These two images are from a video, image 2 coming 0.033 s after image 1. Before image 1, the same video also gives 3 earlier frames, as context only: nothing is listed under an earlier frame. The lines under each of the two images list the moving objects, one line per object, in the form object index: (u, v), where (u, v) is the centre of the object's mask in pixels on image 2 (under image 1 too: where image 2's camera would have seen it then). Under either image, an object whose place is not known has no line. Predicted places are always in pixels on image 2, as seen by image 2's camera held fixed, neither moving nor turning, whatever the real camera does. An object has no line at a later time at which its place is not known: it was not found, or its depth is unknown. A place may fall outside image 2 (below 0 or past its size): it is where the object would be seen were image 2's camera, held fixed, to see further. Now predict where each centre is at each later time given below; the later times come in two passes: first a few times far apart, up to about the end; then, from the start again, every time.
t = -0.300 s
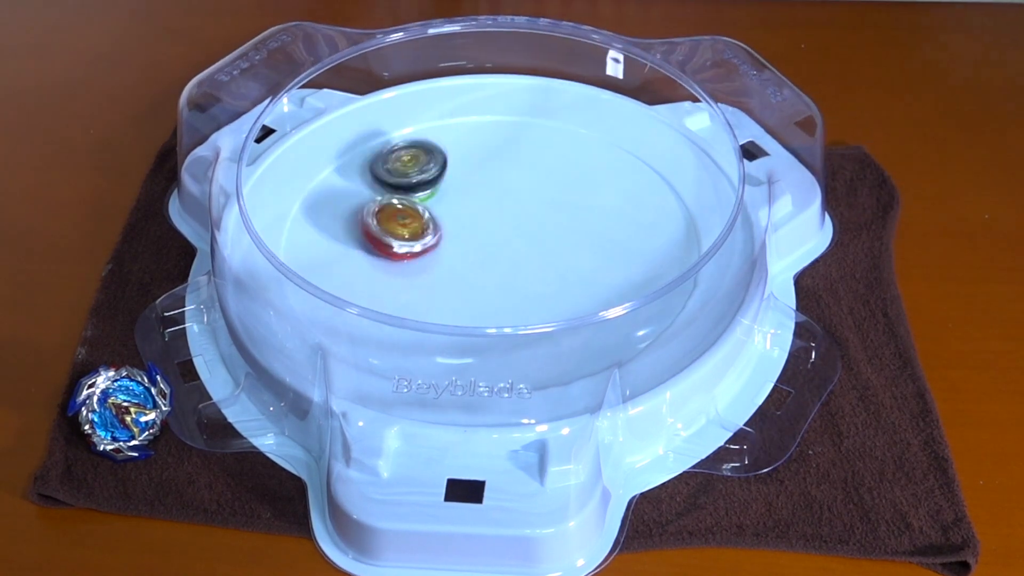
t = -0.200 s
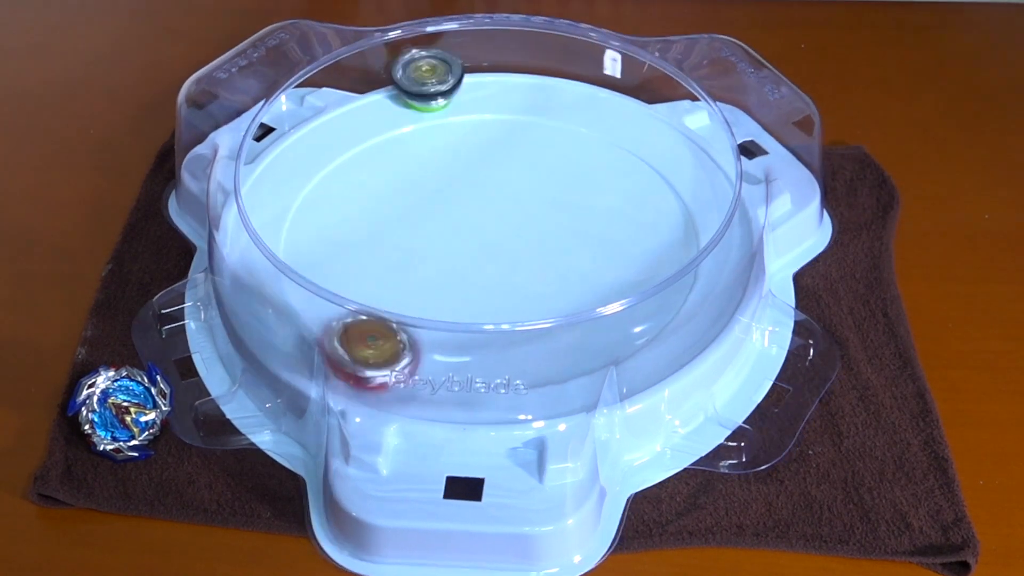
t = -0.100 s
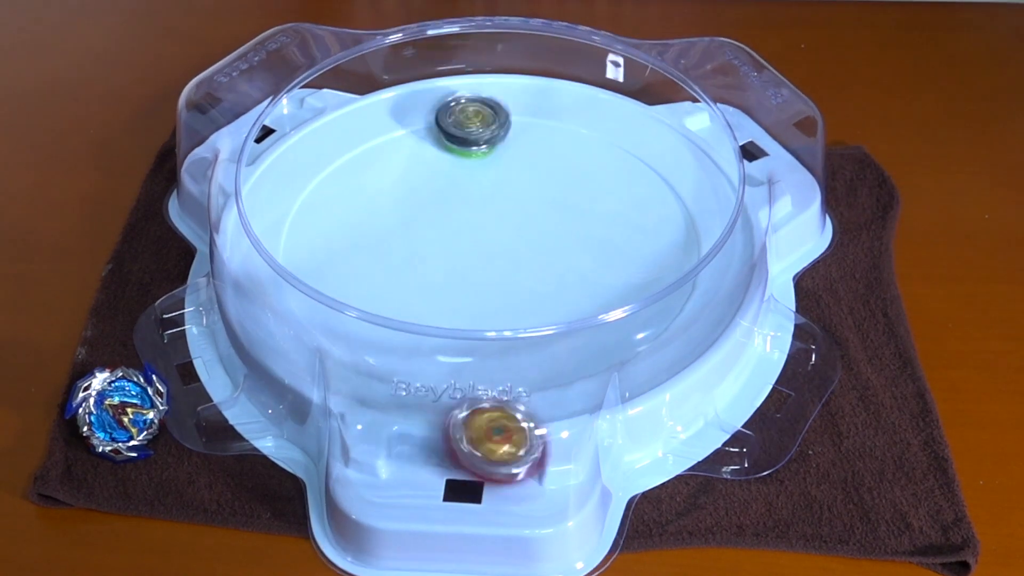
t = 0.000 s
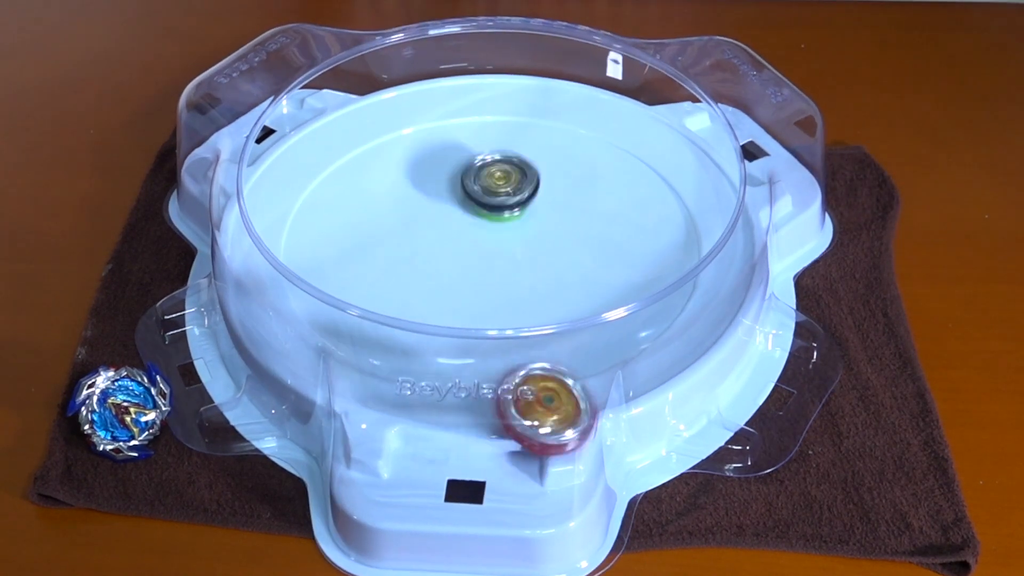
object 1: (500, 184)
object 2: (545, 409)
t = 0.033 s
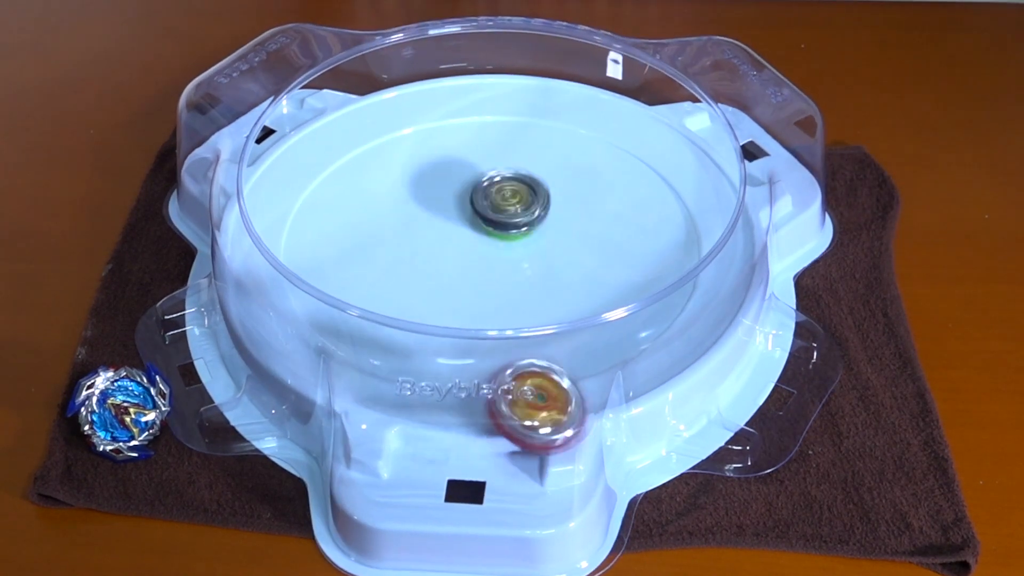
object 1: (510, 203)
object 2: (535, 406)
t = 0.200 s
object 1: (538, 258)
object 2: (499, 376)
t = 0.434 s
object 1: (672, 186)
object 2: (382, 265)
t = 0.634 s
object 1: (659, 114)
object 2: (331, 194)
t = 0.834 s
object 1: (552, 155)
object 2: (451, 240)
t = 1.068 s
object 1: (522, 124)
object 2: (497, 348)
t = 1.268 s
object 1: (472, 181)
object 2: (562, 315)
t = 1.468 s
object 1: (491, 259)
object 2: (600, 253)
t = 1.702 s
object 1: (437, 278)
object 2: (612, 191)
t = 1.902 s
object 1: (480, 287)
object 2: (502, 221)
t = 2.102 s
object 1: (467, 307)
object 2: (471, 243)
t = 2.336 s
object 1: (491, 359)
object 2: (431, 181)
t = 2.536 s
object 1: (529, 303)
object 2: (418, 193)
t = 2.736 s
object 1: (456, 263)
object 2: (489, 193)
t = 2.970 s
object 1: (394, 254)
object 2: (529, 123)
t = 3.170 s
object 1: (384, 248)
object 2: (492, 132)
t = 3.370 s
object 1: (393, 222)
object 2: (518, 180)
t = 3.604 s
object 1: (416, 198)
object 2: (580, 223)
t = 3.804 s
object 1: (465, 187)
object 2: (595, 237)
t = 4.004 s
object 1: (497, 184)
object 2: (564, 259)
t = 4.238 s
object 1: (532, 179)
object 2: (514, 281)
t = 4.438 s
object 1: (548, 188)
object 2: (466, 282)
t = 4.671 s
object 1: (548, 216)
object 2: (433, 269)
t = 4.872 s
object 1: (552, 232)
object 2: (426, 243)
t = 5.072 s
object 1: (520, 257)
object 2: (426, 213)
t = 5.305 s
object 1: (504, 260)
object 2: (456, 191)
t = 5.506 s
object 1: (483, 261)
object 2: (494, 185)
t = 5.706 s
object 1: (472, 255)
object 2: (535, 189)
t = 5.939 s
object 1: (458, 252)
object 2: (550, 207)
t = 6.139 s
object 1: (444, 242)
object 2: (549, 234)
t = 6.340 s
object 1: (451, 234)
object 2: (531, 262)
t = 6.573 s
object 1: (434, 202)
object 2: (561, 297)
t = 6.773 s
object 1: (452, 209)
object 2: (541, 290)
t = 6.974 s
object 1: (475, 203)
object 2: (469, 282)
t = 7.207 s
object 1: (502, 182)
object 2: (407, 270)
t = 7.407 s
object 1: (527, 185)
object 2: (405, 242)
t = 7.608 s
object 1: (543, 198)
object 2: (430, 202)
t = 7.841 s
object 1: (539, 225)
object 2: (478, 171)
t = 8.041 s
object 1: (515, 249)
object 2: (522, 170)
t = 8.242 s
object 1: (482, 264)
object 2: (555, 193)
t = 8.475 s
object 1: (445, 265)
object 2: (562, 240)
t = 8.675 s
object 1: (428, 255)
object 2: (542, 277)
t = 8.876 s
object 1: (432, 240)
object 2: (497, 287)
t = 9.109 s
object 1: (454, 209)
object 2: (449, 279)
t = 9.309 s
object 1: (487, 191)
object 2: (432, 252)
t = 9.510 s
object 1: (526, 189)
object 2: (438, 214)
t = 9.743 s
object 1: (560, 203)
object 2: (473, 180)
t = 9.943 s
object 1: (564, 226)
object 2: (508, 175)
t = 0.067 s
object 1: (515, 218)
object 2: (525, 406)
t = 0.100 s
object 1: (521, 231)
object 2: (516, 401)
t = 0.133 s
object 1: (526, 244)
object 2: (507, 394)
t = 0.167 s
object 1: (533, 251)
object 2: (502, 388)
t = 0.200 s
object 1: (538, 258)
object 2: (499, 376)
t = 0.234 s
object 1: (542, 261)
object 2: (500, 351)
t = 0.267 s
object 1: (551, 264)
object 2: (501, 340)
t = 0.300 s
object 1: (555, 261)
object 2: (508, 318)
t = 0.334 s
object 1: (567, 257)
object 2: (503, 295)
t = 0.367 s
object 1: (609, 235)
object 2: (457, 293)
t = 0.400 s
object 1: (644, 210)
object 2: (416, 281)
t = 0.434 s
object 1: (672, 186)
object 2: (382, 265)
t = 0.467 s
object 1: (682, 160)
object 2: (356, 247)
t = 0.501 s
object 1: (687, 145)
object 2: (337, 230)
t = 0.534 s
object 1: (688, 134)
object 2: (324, 218)
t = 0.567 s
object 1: (686, 124)
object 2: (320, 206)
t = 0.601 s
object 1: (673, 117)
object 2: (323, 197)
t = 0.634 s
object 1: (659, 114)
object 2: (331, 194)
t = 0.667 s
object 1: (642, 114)
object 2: (344, 196)
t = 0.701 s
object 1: (626, 115)
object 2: (362, 201)
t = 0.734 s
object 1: (609, 121)
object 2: (383, 210)
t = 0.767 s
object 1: (591, 131)
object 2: (406, 220)
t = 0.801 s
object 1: (572, 142)
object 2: (428, 231)
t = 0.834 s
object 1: (552, 155)
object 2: (451, 240)
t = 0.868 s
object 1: (533, 170)
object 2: (474, 244)
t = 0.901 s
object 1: (518, 185)
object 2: (496, 244)
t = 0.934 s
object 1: (517, 168)
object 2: (495, 281)
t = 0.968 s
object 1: (523, 153)
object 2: (494, 307)
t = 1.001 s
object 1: (524, 137)
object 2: (493, 346)
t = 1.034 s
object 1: (524, 128)
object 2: (494, 361)
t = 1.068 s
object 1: (522, 124)
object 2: (497, 348)
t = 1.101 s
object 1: (517, 125)
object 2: (501, 349)
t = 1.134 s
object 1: (510, 130)
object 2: (507, 362)
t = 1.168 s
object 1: (499, 139)
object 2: (520, 343)
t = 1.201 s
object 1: (488, 151)
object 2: (535, 326)
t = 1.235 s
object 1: (479, 166)
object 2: (548, 325)
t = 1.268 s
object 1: (472, 181)
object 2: (562, 315)
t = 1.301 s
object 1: (469, 197)
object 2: (572, 297)
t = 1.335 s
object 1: (470, 213)
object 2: (582, 294)
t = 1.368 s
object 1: (474, 229)
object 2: (584, 286)
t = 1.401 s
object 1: (482, 242)
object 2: (588, 275)
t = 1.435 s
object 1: (491, 251)
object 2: (588, 264)
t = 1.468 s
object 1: (491, 259)
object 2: (600, 253)
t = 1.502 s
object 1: (470, 262)
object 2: (631, 243)
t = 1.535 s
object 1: (454, 262)
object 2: (651, 234)
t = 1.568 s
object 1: (443, 264)
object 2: (658, 224)
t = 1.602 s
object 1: (436, 266)
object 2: (657, 214)
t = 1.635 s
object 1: (433, 269)
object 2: (648, 203)
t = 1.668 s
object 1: (433, 273)
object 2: (632, 195)
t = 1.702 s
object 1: (437, 278)
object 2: (612, 191)
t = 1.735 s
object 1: (444, 281)
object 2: (591, 190)
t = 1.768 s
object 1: (455, 281)
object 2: (569, 194)
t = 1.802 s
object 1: (467, 281)
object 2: (547, 199)
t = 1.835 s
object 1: (477, 282)
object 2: (528, 208)
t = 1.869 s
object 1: (484, 280)
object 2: (512, 218)
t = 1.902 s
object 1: (480, 287)
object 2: (502, 221)
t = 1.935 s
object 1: (476, 295)
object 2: (495, 220)
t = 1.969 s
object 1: (475, 300)
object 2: (489, 224)
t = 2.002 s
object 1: (474, 303)
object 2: (485, 229)
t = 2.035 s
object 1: (474, 304)
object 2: (481, 236)
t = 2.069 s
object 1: (472, 303)
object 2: (476, 245)
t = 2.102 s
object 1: (467, 307)
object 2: (471, 243)
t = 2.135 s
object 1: (461, 328)
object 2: (472, 226)
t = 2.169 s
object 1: (458, 344)
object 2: (470, 213)
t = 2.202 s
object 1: (459, 351)
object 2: (467, 201)
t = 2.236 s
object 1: (461, 358)
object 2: (459, 193)
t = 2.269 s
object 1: (469, 359)
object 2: (448, 186)
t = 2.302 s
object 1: (479, 359)
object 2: (438, 181)
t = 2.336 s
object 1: (491, 359)
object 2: (431, 181)
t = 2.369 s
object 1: (506, 359)
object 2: (426, 184)
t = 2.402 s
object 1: (518, 347)
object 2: (423, 190)
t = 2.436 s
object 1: (528, 338)
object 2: (419, 193)
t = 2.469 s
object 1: (535, 326)
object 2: (415, 195)
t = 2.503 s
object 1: (534, 316)
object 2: (415, 194)
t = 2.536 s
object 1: (529, 303)
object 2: (418, 193)
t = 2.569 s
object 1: (522, 297)
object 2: (424, 194)
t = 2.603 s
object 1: (511, 289)
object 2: (433, 195)
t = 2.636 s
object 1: (500, 280)
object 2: (443, 196)
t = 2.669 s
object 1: (489, 272)
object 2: (457, 198)
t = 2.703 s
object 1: (474, 266)
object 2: (470, 200)
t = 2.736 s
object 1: (456, 263)
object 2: (489, 193)
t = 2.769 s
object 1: (439, 264)
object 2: (507, 187)
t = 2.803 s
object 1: (424, 261)
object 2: (521, 180)
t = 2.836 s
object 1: (413, 257)
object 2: (528, 172)
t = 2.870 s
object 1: (406, 255)
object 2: (532, 161)
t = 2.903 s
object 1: (403, 255)
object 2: (534, 147)
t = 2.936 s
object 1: (400, 254)
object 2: (532, 133)
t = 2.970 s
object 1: (394, 254)
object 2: (529, 123)
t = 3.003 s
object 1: (389, 252)
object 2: (522, 118)
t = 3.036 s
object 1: (384, 250)
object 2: (515, 115)
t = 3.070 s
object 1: (384, 250)
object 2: (509, 117)
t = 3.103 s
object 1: (384, 250)
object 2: (504, 121)
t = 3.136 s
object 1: (383, 250)
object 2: (498, 127)
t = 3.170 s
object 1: (384, 248)
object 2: (492, 132)
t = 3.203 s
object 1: (383, 244)
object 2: (492, 137)
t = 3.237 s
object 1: (384, 239)
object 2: (496, 144)
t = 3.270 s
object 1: (385, 234)
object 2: (501, 153)
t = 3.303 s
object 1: (388, 231)
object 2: (505, 162)
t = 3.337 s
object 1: (391, 226)
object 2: (511, 171)
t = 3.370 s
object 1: (393, 222)
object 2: (518, 180)
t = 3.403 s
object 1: (396, 217)
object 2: (528, 188)
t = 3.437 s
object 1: (398, 212)
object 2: (537, 196)
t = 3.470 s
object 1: (403, 208)
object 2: (547, 202)
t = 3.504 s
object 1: (406, 204)
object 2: (555, 208)
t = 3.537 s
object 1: (411, 202)
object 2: (565, 214)
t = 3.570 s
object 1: (413, 199)
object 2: (573, 219)
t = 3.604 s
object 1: (416, 198)
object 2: (580, 223)
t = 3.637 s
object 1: (419, 195)
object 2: (586, 227)
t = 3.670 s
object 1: (426, 191)
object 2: (589, 229)
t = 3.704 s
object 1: (437, 190)
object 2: (592, 233)
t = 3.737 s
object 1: (447, 189)
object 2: (594, 235)
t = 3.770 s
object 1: (457, 188)
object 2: (596, 237)
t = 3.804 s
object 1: (465, 187)
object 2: (595, 237)
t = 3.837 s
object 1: (472, 186)
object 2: (591, 237)
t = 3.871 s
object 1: (474, 186)
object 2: (588, 239)
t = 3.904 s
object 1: (478, 184)
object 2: (583, 245)
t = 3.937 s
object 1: (482, 183)
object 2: (576, 251)
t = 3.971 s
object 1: (490, 184)
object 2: (569, 255)
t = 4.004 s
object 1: (497, 184)
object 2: (564, 259)
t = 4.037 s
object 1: (503, 185)
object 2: (559, 265)
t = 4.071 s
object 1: (508, 185)
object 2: (553, 268)
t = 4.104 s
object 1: (513, 185)
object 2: (546, 271)
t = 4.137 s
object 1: (516, 184)
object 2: (538, 274)
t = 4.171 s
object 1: (521, 183)
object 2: (530, 277)
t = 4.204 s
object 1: (525, 180)
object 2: (521, 278)
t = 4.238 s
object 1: (532, 179)
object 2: (514, 281)
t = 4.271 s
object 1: (538, 179)
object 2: (508, 282)
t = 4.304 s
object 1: (543, 179)
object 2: (499, 283)
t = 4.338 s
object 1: (546, 180)
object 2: (490, 284)
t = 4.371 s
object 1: (547, 182)
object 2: (482, 284)
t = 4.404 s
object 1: (548, 185)
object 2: (474, 283)
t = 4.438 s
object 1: (548, 188)
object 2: (466, 282)
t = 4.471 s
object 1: (550, 191)
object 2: (459, 282)
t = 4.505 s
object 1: (550, 195)
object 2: (454, 280)
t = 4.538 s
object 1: (552, 199)
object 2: (447, 280)
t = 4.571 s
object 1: (550, 204)
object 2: (442, 277)
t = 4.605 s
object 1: (550, 209)
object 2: (437, 274)
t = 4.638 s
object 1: (549, 212)
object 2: (434, 272)
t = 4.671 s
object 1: (548, 216)
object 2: (433, 269)
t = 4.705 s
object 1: (548, 220)
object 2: (428, 266)
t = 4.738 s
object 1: (548, 224)
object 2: (426, 262)
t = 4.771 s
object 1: (549, 227)
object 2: (427, 259)
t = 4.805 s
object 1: (550, 229)
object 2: (426, 254)
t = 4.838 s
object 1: (551, 230)
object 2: (426, 249)
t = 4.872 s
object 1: (552, 232)
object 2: (426, 243)
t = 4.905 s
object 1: (553, 236)
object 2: (425, 238)
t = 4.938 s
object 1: (548, 242)
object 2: (424, 233)
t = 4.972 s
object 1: (539, 246)
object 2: (424, 228)
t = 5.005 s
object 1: (532, 251)
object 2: (425, 222)
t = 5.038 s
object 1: (525, 254)
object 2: (425, 216)
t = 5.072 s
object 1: (520, 257)
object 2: (426, 213)
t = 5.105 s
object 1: (514, 258)
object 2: (429, 209)
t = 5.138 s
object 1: (510, 259)
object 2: (432, 205)
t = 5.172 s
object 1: (508, 259)
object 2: (436, 203)
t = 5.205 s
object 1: (506, 260)
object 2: (440, 200)
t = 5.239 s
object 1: (506, 260)
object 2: (445, 198)
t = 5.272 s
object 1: (505, 259)
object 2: (450, 194)
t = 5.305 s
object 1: (504, 260)
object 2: (456, 191)
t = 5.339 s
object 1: (506, 263)
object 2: (462, 189)
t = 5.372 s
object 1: (502, 265)
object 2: (469, 188)
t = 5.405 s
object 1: (496, 265)
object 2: (475, 187)
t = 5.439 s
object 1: (490, 264)
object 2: (481, 185)
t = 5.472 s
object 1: (486, 263)
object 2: (488, 185)
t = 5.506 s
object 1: (483, 261)
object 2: (494, 185)
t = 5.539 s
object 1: (479, 260)
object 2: (500, 185)
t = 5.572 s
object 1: (476, 258)
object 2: (507, 186)
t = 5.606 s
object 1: (477, 258)
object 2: (514, 187)
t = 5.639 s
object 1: (475, 256)
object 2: (521, 187)
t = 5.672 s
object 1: (473, 255)
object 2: (529, 188)
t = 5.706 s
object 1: (472, 255)
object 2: (535, 189)
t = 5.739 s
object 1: (471, 255)
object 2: (540, 191)
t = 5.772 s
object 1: (469, 254)
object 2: (543, 193)
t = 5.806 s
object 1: (469, 256)
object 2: (544, 195)
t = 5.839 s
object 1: (468, 255)
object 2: (547, 197)
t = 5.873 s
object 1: (466, 253)
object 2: (549, 201)
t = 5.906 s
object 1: (463, 253)
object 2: (551, 203)
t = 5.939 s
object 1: (458, 252)
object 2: (550, 207)
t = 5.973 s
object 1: (454, 251)
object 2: (551, 212)
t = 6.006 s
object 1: (451, 251)
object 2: (553, 216)
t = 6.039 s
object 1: (448, 248)
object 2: (553, 219)
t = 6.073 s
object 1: (446, 247)
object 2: (553, 225)
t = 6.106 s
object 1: (446, 245)
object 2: (552, 229)
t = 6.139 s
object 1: (444, 242)
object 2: (549, 234)
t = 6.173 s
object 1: (443, 240)
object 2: (547, 239)
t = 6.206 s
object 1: (445, 239)
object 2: (545, 245)
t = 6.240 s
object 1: (445, 237)
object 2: (542, 251)
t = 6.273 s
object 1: (446, 236)
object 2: (538, 254)
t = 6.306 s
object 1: (450, 235)
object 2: (535, 259)
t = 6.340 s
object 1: (451, 234)
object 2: (531, 262)
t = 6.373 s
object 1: (451, 231)
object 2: (532, 268)
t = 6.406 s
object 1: (441, 218)
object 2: (544, 281)
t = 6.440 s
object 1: (436, 210)
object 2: (551, 288)
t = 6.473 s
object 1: (432, 205)
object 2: (556, 292)
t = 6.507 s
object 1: (432, 202)
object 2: (561, 295)
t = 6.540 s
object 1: (431, 201)
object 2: (562, 296)
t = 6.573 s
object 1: (434, 202)
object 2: (561, 297)
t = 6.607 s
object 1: (435, 203)
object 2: (559, 297)
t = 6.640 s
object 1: (438, 203)
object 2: (558, 295)
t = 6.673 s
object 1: (440, 205)
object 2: (558, 294)
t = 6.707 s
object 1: (445, 206)
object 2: (554, 293)
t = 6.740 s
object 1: (450, 208)
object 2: (549, 292)
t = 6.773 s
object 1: (452, 209)
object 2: (541, 290)
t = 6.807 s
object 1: (457, 211)
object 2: (531, 287)
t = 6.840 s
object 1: (458, 212)
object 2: (520, 284)
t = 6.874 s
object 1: (463, 213)
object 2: (508, 281)
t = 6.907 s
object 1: (466, 215)
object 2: (496, 277)
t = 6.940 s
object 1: (468, 213)
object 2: (484, 276)
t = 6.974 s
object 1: (475, 203)
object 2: (469, 282)
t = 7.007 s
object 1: (478, 196)
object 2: (456, 283)
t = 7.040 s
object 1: (480, 190)
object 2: (446, 282)
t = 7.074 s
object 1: (484, 188)
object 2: (436, 280)
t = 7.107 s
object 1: (488, 186)
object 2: (427, 277)
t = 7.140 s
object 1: (492, 184)
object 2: (419, 275)
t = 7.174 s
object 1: (498, 183)
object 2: (413, 273)
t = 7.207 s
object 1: (502, 182)
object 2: (407, 270)
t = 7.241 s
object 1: (504, 181)
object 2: (403, 266)
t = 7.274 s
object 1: (510, 181)
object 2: (401, 262)
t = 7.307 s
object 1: (515, 182)
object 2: (400, 257)
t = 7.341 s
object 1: (517, 182)
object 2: (401, 253)
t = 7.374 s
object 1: (523, 183)
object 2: (403, 247)
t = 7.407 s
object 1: (527, 185)
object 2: (405, 242)
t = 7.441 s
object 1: (530, 187)
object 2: (408, 236)
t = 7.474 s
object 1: (533, 188)
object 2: (412, 229)
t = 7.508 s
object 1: (536, 190)
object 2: (416, 223)
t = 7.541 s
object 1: (539, 193)
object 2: (420, 215)
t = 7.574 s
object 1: (541, 196)
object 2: (425, 208)
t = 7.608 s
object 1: (543, 198)
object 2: (430, 202)
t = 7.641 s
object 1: (544, 202)
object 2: (436, 197)
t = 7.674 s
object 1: (543, 206)
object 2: (443, 191)
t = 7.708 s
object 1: (543, 209)
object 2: (449, 186)
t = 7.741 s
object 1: (543, 213)
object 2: (457, 182)
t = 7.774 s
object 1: (542, 217)
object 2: (464, 178)
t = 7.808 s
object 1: (540, 221)
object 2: (471, 174)
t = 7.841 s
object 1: (539, 225)
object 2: (478, 171)
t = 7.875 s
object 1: (536, 228)
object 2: (486, 169)
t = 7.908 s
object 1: (532, 234)
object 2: (494, 167)
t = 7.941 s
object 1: (528, 238)
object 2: (501, 167)
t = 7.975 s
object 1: (525, 242)
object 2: (510, 168)
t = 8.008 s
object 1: (521, 246)
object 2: (516, 169)
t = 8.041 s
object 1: (515, 249)
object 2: (522, 170)
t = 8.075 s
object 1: (510, 253)
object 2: (529, 173)
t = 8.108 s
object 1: (506, 255)
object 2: (534, 176)
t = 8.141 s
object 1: (501, 258)
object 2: (540, 179)
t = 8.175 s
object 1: (494, 261)
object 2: (546, 183)
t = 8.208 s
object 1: (487, 262)
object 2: (550, 188)
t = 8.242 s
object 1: (482, 264)
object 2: (555, 193)
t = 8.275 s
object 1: (477, 265)
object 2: (558, 199)
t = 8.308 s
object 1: (470, 266)
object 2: (561, 206)
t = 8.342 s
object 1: (463, 266)
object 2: (563, 212)
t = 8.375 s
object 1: (459, 266)
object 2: (565, 218)
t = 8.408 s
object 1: (455, 266)
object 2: (564, 226)
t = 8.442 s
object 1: (450, 267)
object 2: (563, 233)
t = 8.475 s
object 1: (445, 265)
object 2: (562, 240)
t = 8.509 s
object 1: (439, 264)
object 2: (561, 249)
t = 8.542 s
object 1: (437, 262)
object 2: (558, 255)
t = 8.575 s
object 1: (435, 261)
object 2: (555, 262)
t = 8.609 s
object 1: (432, 259)
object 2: (551, 268)
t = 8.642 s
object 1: (430, 257)
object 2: (547, 272)
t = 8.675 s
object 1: (428, 255)
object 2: (542, 277)
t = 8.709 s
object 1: (429, 252)
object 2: (536, 280)
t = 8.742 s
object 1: (429, 250)
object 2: (529, 284)
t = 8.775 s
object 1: (429, 248)
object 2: (522, 287)
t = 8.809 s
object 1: (428, 246)
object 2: (513, 288)
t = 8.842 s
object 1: (429, 242)
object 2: (505, 288)
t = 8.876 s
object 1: (432, 240)
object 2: (497, 287)
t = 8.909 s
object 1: (435, 237)
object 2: (489, 288)
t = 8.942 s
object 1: (438, 234)
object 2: (480, 287)
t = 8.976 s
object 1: (439, 227)
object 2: (474, 287)
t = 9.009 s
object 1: (440, 222)
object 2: (467, 287)
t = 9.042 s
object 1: (444, 217)
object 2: (461, 284)
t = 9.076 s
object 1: (449, 212)
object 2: (455, 283)
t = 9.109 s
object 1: (454, 209)
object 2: (449, 279)
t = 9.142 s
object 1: (460, 205)
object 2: (444, 276)
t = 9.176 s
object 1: (465, 202)
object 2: (441, 272)
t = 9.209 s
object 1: (470, 199)
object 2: (437, 268)
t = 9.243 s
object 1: (476, 196)
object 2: (434, 262)
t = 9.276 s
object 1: (481, 193)
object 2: (431, 257)
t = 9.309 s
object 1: (487, 191)
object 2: (432, 252)
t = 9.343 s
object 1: (495, 190)
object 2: (431, 246)
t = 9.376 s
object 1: (501, 188)
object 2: (431, 240)
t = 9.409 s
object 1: (508, 189)
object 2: (432, 234)
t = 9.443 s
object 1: (514, 189)
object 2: (434, 227)
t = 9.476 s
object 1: (519, 189)
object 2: (436, 221)
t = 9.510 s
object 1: (526, 189)
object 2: (438, 214)
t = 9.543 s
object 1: (531, 190)
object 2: (442, 207)
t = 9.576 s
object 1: (538, 191)
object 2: (446, 201)
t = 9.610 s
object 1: (544, 192)
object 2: (451, 196)
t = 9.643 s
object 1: (549, 194)
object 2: (456, 191)
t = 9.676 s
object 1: (554, 197)
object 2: (462, 187)
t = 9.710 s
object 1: (558, 200)
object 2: (468, 183)
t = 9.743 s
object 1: (560, 203)
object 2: (473, 180)
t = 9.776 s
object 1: (562, 207)
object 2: (480, 177)
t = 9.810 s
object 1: (563, 210)
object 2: (486, 176)
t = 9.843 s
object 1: (563, 213)
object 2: (493, 175)
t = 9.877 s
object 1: (563, 217)
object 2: (500, 174)
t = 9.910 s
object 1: (563, 222)
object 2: (505, 174)
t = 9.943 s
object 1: (564, 226)
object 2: (508, 175)
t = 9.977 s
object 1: (563, 230)
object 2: (514, 176)
